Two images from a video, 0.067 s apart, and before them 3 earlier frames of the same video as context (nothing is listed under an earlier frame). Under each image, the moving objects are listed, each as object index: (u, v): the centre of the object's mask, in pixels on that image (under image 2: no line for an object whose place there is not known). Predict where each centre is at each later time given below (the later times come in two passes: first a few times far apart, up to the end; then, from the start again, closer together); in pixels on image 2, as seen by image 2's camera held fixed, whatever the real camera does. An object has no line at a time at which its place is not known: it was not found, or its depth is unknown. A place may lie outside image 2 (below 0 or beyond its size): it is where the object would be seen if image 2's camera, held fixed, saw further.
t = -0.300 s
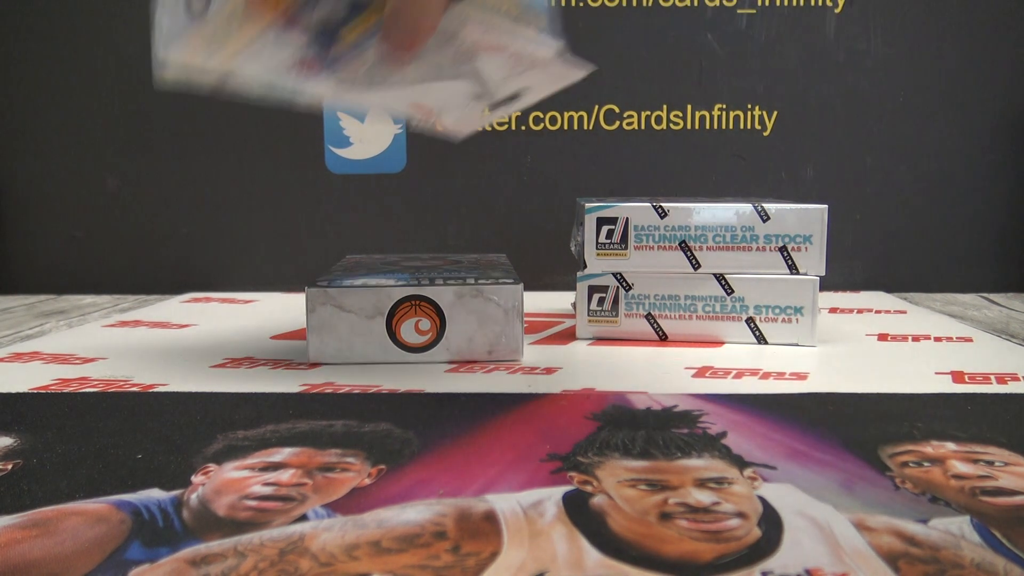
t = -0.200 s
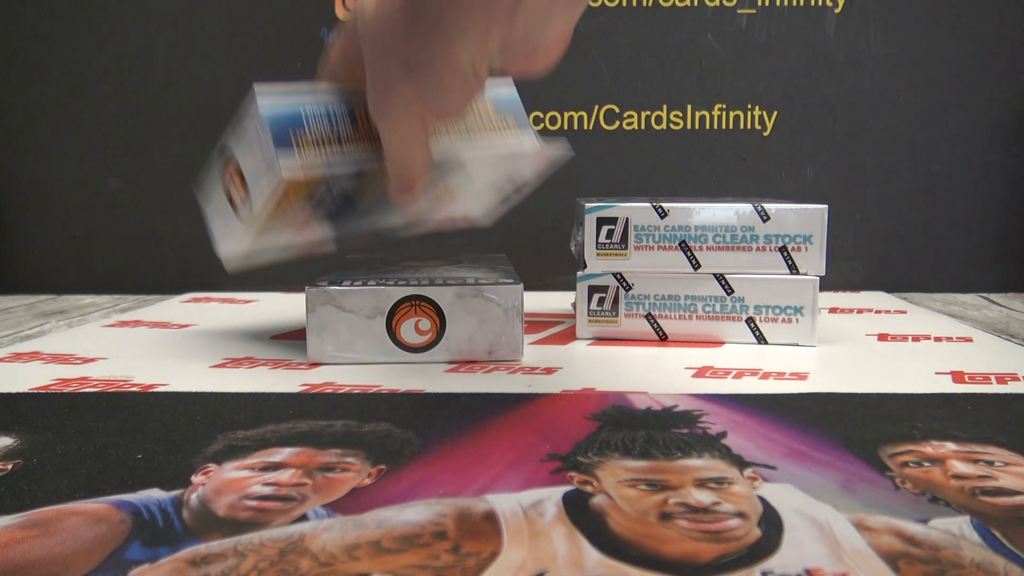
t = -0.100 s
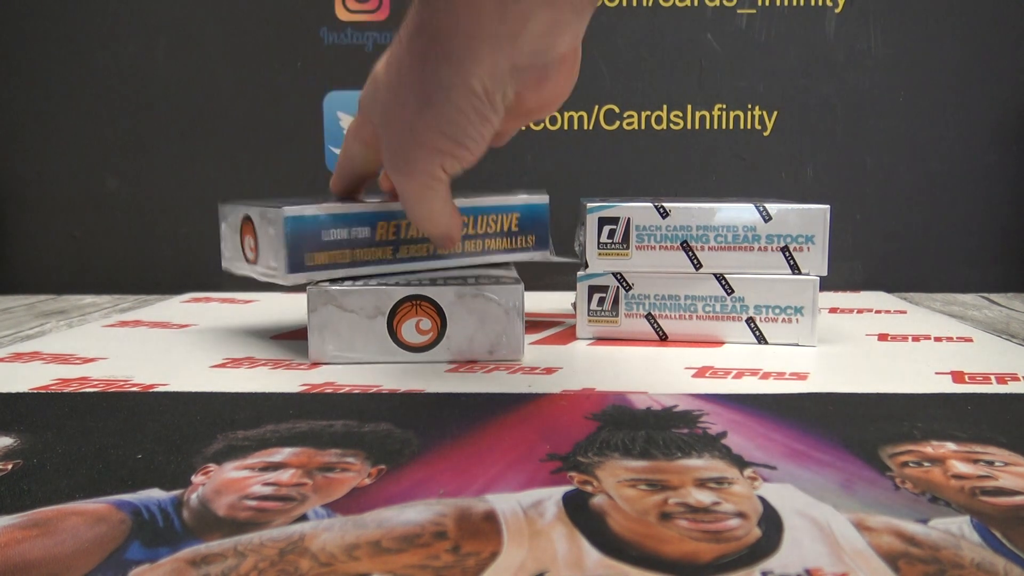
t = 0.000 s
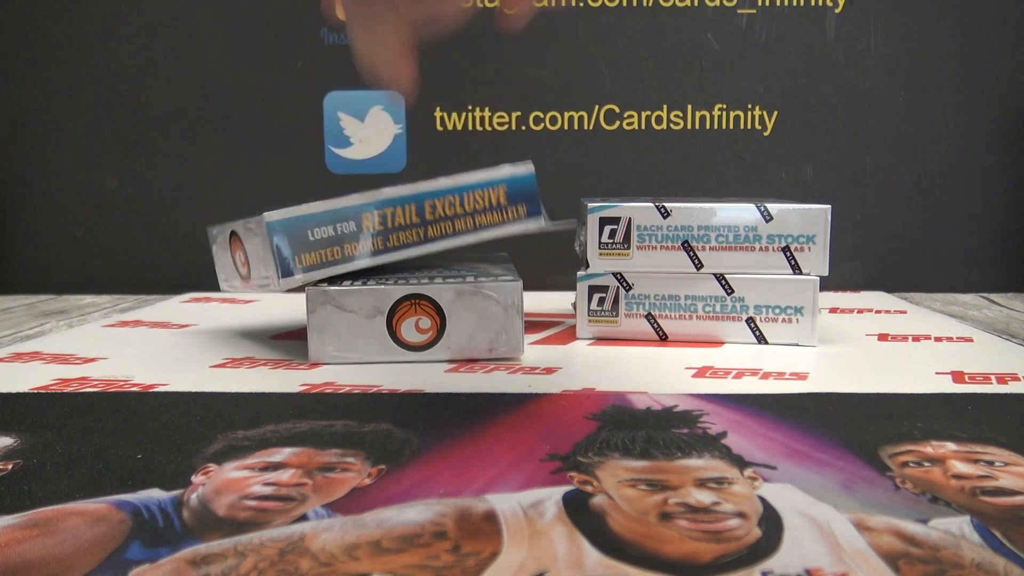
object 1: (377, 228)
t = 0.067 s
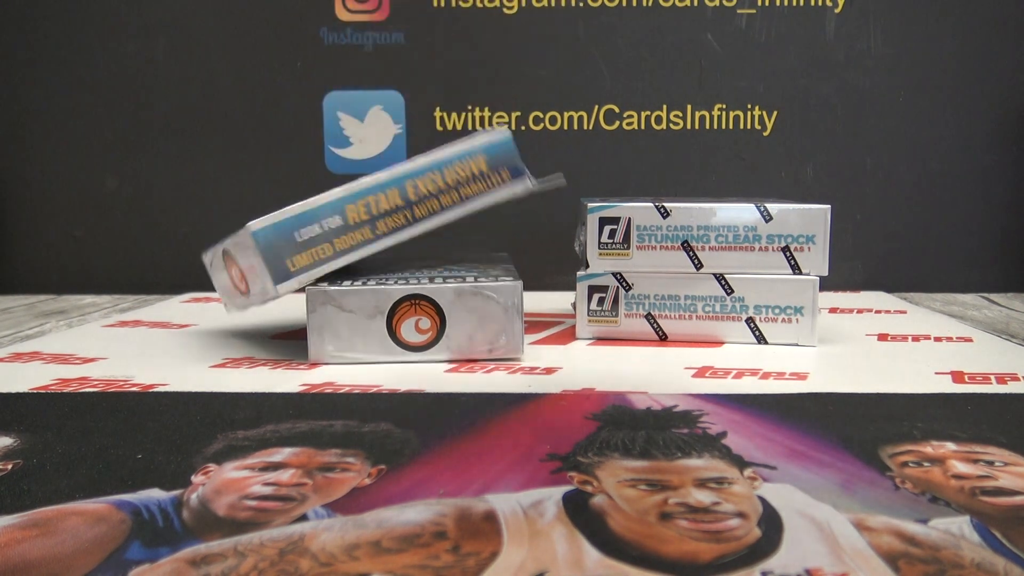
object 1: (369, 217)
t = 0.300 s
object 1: (303, 245)
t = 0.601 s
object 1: (255, 262)
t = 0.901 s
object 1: (254, 262)
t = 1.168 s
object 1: (254, 262)
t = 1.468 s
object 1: (254, 262)
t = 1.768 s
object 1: (254, 262)
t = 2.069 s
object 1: (254, 262)
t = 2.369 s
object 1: (254, 262)
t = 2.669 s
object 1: (254, 262)
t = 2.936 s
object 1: (254, 262)
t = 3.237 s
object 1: (254, 262)
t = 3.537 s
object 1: (254, 262)
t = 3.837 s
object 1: (254, 262)
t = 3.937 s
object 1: (254, 262)
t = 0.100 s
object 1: (360, 212)
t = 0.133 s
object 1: (345, 213)
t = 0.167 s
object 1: (342, 218)
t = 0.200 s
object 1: (338, 225)
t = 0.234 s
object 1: (326, 232)
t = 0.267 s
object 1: (317, 237)
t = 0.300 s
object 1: (303, 245)
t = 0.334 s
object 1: (289, 252)
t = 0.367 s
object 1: (276, 257)
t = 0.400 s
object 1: (264, 260)
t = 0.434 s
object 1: (258, 262)
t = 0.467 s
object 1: (255, 262)
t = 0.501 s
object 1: (255, 262)
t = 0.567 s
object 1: (255, 262)
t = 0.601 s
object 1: (255, 262)
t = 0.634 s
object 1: (255, 262)
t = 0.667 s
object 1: (255, 262)
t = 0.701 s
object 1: (255, 262)
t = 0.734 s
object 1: (254, 262)
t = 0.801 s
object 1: (254, 262)
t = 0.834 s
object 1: (254, 262)
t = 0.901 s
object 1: (254, 262)
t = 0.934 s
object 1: (254, 262)
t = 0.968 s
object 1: (254, 262)
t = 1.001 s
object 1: (254, 262)
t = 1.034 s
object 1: (254, 262)
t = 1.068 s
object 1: (254, 262)
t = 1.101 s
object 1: (254, 262)
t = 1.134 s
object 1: (254, 262)
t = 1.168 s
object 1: (254, 262)
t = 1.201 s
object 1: (254, 262)
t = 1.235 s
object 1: (254, 262)
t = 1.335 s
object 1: (254, 262)
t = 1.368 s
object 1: (254, 262)
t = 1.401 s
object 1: (254, 262)
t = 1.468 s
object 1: (254, 262)
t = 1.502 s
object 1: (254, 262)
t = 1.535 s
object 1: (254, 262)
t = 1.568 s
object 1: (254, 262)
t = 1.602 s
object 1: (254, 262)
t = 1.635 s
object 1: (254, 262)
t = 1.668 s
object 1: (254, 262)
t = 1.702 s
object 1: (254, 262)
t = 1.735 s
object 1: (254, 262)
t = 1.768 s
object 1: (254, 262)
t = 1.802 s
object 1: (254, 262)
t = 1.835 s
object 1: (254, 262)
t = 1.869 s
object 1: (254, 262)
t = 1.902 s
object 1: (254, 262)
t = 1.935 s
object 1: (254, 262)
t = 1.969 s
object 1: (254, 262)
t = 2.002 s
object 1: (254, 262)
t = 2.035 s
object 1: (254, 262)
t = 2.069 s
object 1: (254, 262)
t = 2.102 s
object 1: (254, 262)
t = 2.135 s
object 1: (254, 262)
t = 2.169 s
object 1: (254, 262)
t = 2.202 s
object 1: (254, 262)
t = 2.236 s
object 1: (254, 262)
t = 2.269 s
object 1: (254, 262)
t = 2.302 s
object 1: (254, 262)
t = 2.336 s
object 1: (254, 262)
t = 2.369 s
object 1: (254, 262)
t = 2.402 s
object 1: (254, 262)
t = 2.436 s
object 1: (254, 262)
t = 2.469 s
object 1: (254, 262)
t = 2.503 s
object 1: (254, 262)
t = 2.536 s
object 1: (254, 262)
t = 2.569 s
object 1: (254, 262)
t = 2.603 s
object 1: (254, 262)
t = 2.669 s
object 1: (254, 262)
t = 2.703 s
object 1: (254, 262)
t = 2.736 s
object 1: (254, 262)
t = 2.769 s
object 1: (254, 262)
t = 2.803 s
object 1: (254, 262)
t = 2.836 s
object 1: (254, 262)
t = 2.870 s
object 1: (254, 262)
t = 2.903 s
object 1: (254, 262)
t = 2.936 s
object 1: (254, 262)
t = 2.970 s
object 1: (254, 262)
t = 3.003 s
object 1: (254, 262)
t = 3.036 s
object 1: (254, 262)
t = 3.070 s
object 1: (254, 262)
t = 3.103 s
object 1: (254, 262)
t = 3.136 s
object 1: (254, 262)
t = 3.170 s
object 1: (254, 262)
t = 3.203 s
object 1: (254, 262)
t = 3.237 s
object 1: (254, 262)
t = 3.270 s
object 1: (254, 262)
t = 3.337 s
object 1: (255, 262)
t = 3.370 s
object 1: (254, 262)
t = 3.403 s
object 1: (254, 262)
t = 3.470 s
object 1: (254, 262)
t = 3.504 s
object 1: (254, 262)
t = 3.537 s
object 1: (254, 262)
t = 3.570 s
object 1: (254, 262)
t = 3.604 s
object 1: (254, 262)
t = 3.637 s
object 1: (254, 262)
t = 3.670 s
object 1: (254, 262)
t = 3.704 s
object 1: (254, 262)
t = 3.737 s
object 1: (254, 262)
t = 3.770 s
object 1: (254, 262)
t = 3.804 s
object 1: (254, 262)
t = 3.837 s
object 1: (254, 262)
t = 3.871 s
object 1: (254, 262)
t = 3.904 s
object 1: (254, 262)
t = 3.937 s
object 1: (254, 262)
